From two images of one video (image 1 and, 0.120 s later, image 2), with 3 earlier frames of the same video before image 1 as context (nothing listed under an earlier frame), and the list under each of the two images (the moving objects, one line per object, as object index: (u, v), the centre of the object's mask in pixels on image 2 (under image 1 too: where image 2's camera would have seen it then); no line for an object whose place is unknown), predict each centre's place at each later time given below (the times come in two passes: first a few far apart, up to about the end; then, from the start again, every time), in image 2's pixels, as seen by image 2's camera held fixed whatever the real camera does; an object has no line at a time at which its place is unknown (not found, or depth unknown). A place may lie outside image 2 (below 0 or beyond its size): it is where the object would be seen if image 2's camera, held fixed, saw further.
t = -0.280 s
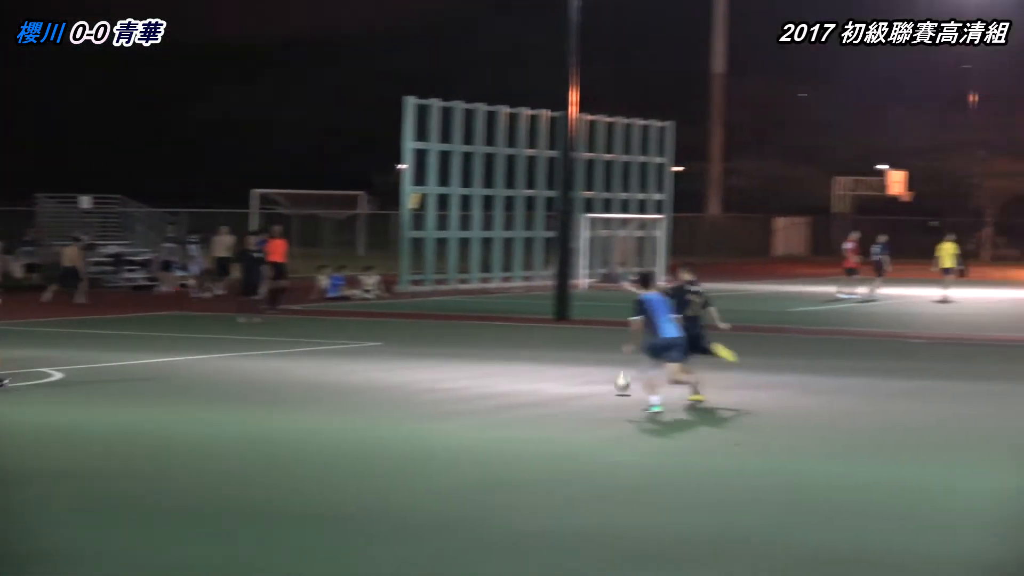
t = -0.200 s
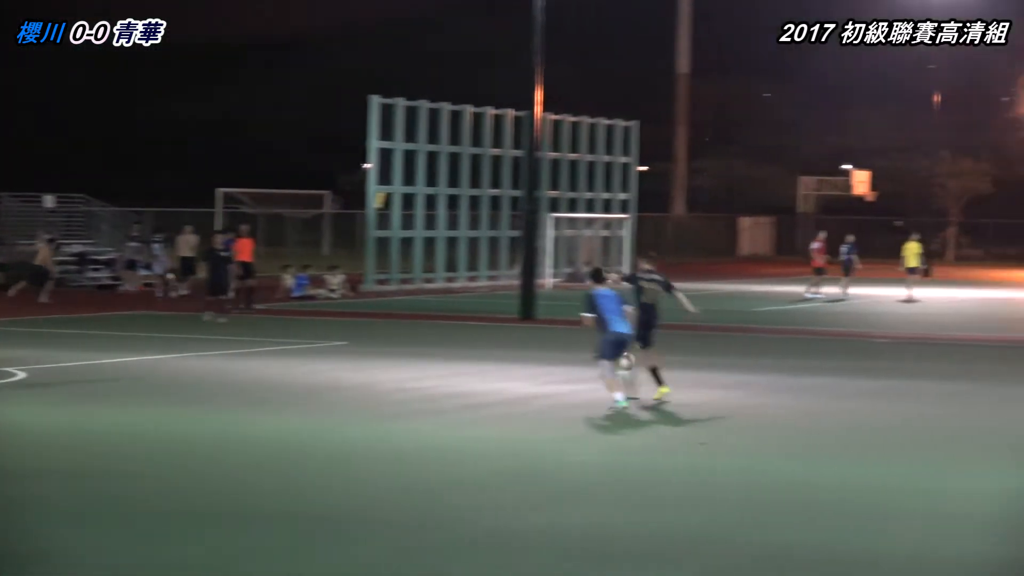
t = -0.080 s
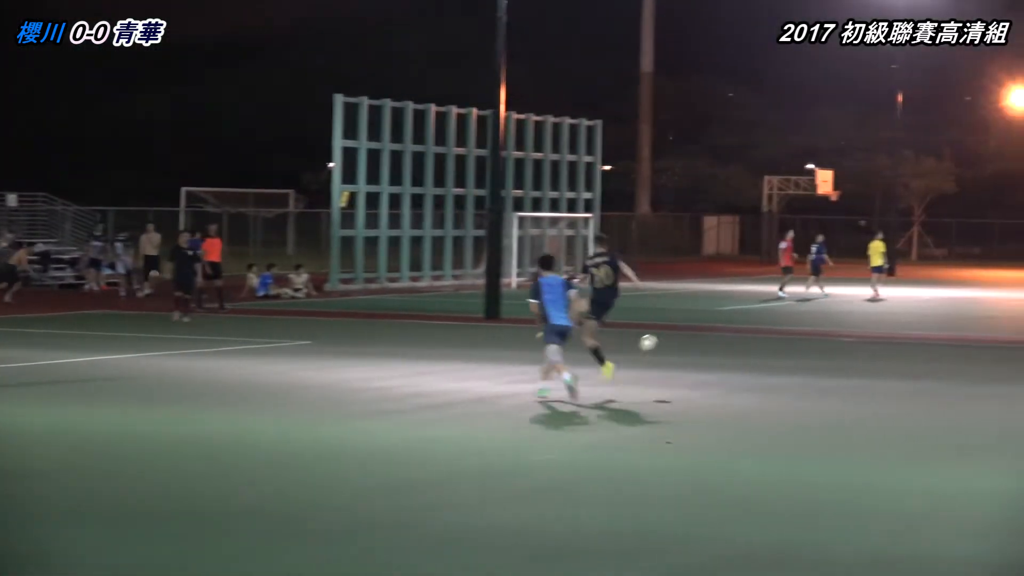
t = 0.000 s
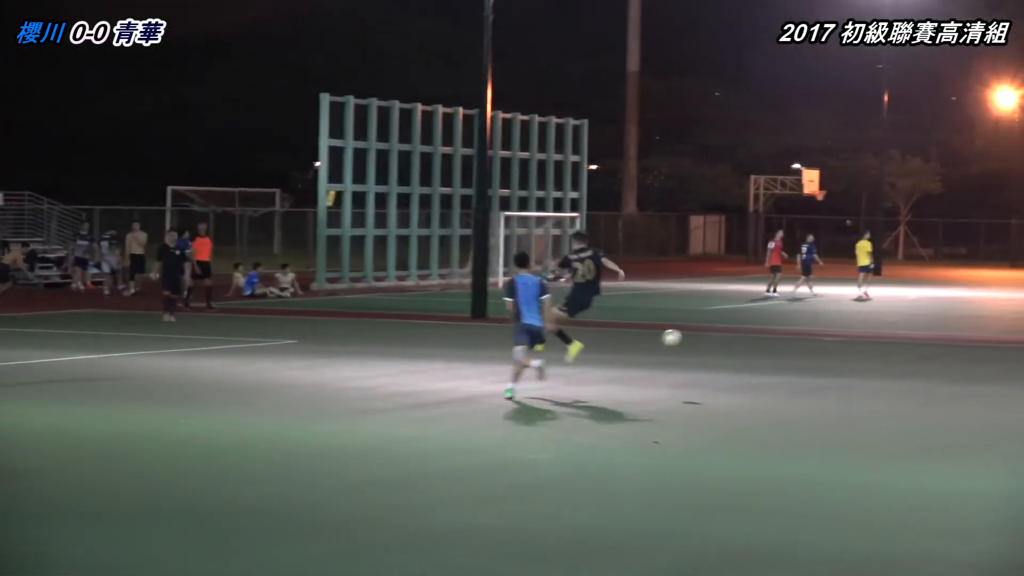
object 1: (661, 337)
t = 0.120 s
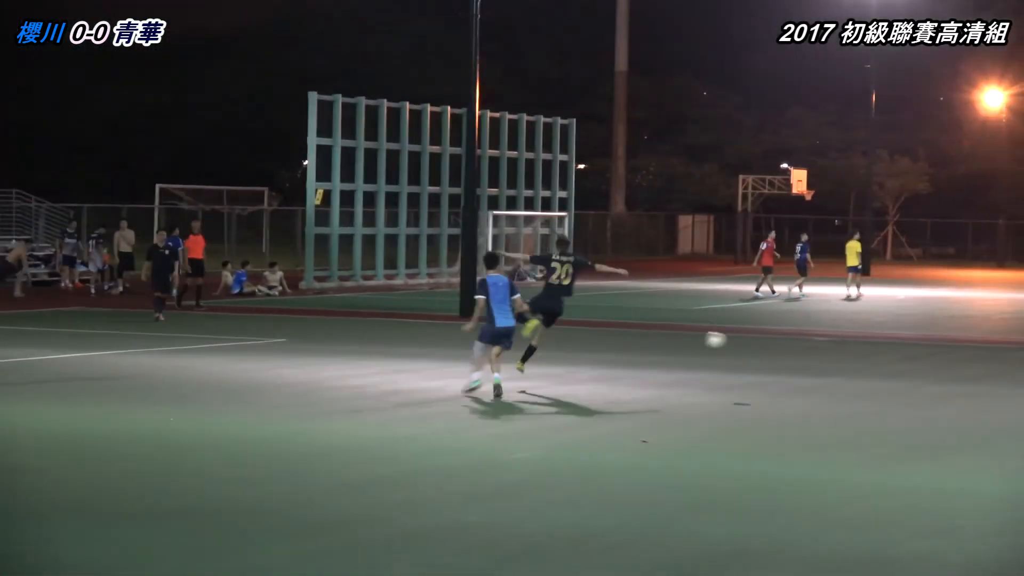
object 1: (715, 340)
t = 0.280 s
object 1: (790, 362)
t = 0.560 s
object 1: (911, 360)
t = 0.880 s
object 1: (1041, 369)
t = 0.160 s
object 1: (734, 343)
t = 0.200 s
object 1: (754, 347)
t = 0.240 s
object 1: (772, 354)
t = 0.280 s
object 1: (790, 362)
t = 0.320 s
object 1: (809, 370)
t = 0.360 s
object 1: (826, 381)
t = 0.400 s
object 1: (844, 389)
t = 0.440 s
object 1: (861, 379)
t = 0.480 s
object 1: (876, 371)
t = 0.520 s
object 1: (893, 365)
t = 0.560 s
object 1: (911, 360)
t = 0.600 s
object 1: (927, 356)
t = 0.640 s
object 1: (944, 354)
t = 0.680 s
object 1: (961, 353)
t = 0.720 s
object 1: (976, 354)
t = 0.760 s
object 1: (993, 355)
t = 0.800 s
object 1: (1010, 358)
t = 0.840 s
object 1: (1025, 364)
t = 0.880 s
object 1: (1041, 369)
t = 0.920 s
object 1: (1059, 377)
